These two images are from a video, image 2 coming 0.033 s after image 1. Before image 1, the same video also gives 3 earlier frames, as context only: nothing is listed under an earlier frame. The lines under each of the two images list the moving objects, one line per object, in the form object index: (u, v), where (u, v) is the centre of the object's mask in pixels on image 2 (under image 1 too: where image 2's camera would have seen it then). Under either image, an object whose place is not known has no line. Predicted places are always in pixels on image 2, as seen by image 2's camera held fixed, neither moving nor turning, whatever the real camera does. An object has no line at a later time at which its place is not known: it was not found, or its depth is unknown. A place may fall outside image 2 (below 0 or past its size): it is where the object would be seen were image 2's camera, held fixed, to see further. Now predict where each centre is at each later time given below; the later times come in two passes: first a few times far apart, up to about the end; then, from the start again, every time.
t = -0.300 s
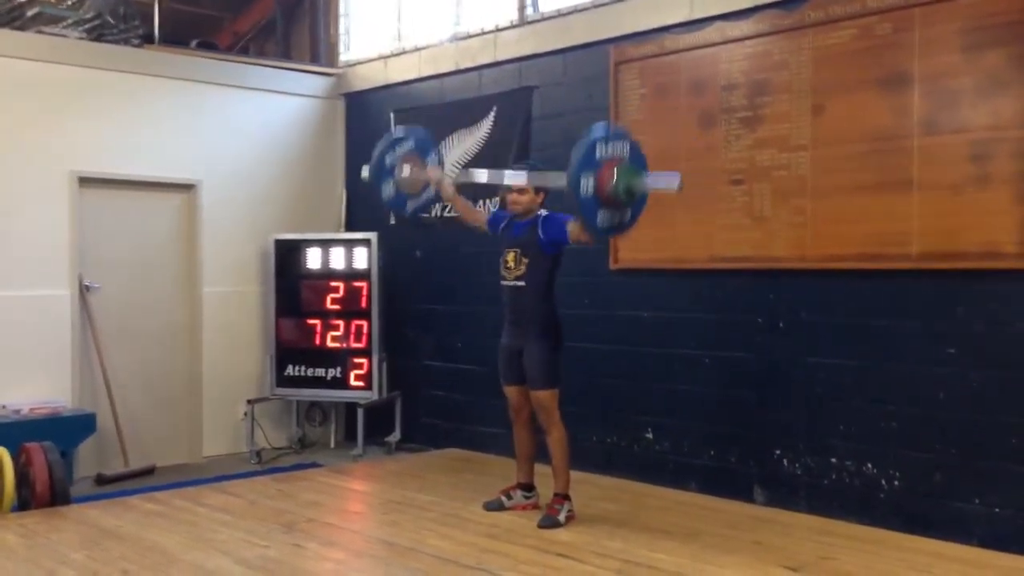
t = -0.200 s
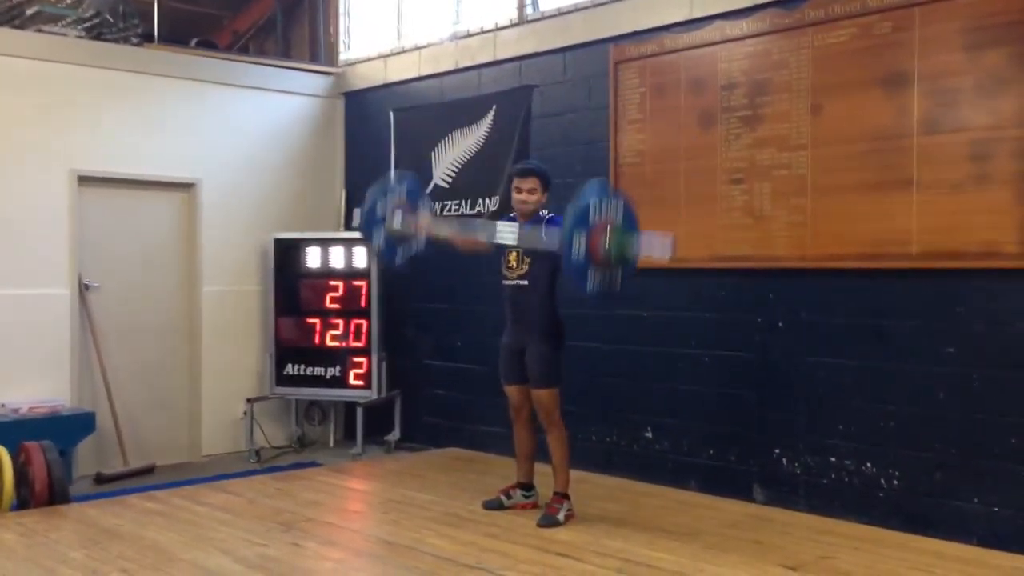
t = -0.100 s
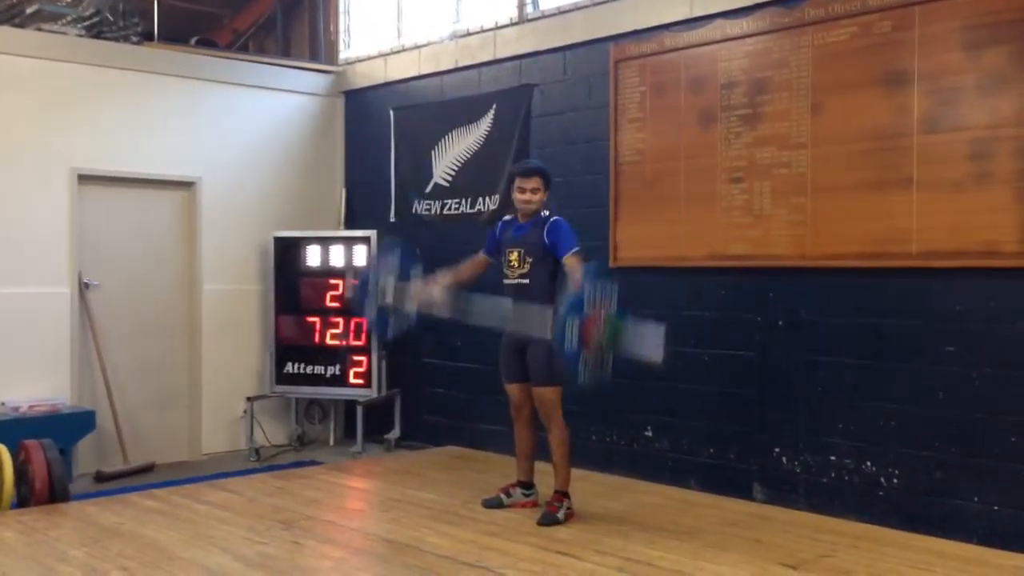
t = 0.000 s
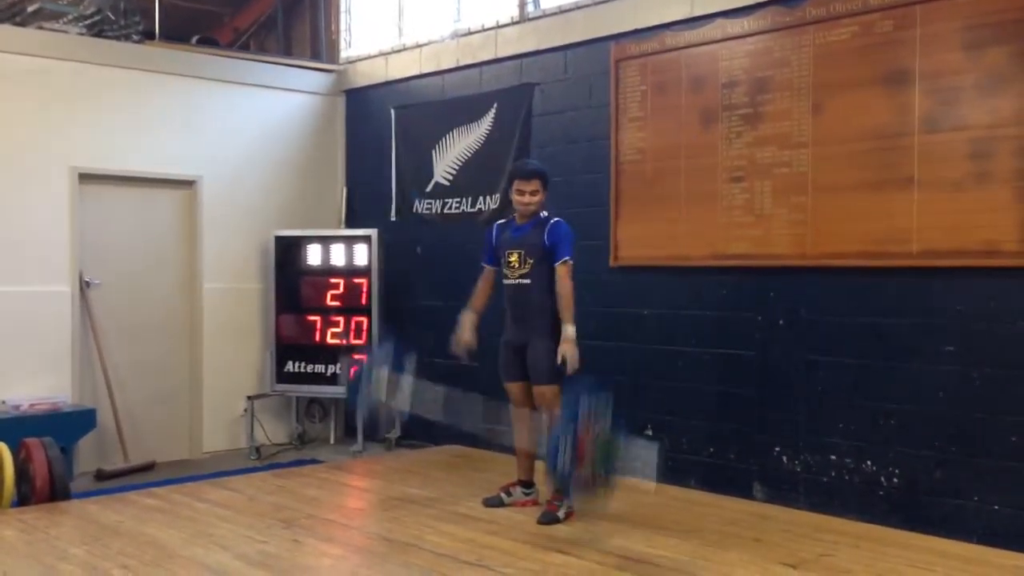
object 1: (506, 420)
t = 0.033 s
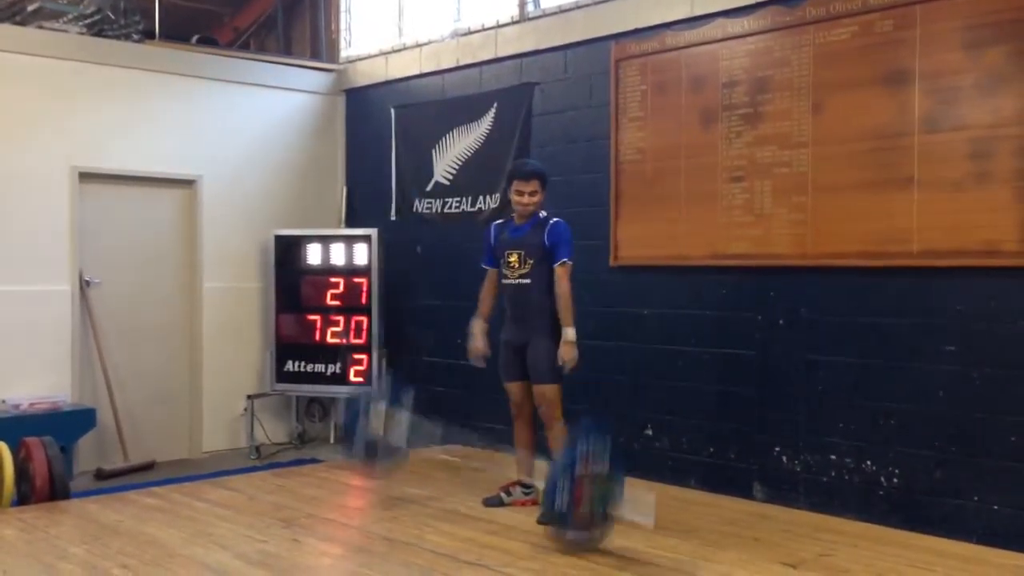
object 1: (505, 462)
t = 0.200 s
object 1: (496, 438)
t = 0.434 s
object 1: (485, 458)
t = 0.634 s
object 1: (476, 478)
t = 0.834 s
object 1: (471, 487)
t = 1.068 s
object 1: (461, 488)
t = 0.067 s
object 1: (498, 475)
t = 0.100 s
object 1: (496, 463)
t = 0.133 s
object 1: (495, 453)
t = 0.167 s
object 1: (497, 445)
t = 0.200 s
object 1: (496, 438)
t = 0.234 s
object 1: (493, 434)
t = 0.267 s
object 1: (491, 432)
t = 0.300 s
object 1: (490, 432)
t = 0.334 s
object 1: (489, 435)
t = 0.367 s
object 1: (488, 440)
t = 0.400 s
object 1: (486, 447)
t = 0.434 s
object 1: (485, 458)
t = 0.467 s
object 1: (484, 473)
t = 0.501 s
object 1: (483, 481)
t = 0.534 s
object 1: (479, 479)
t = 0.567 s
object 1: (479, 477)
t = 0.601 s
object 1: (477, 476)
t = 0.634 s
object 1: (476, 478)
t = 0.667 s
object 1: (476, 482)
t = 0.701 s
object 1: (476, 485)
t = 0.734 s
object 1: (475, 485)
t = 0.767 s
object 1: (473, 486)
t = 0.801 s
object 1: (472, 486)
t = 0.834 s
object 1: (471, 487)
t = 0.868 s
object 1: (470, 487)
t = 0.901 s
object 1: (468, 487)
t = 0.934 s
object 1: (467, 487)
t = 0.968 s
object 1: (464, 487)
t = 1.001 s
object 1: (463, 487)
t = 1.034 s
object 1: (463, 487)
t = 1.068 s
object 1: (461, 488)
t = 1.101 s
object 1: (460, 488)
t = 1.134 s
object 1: (459, 488)
